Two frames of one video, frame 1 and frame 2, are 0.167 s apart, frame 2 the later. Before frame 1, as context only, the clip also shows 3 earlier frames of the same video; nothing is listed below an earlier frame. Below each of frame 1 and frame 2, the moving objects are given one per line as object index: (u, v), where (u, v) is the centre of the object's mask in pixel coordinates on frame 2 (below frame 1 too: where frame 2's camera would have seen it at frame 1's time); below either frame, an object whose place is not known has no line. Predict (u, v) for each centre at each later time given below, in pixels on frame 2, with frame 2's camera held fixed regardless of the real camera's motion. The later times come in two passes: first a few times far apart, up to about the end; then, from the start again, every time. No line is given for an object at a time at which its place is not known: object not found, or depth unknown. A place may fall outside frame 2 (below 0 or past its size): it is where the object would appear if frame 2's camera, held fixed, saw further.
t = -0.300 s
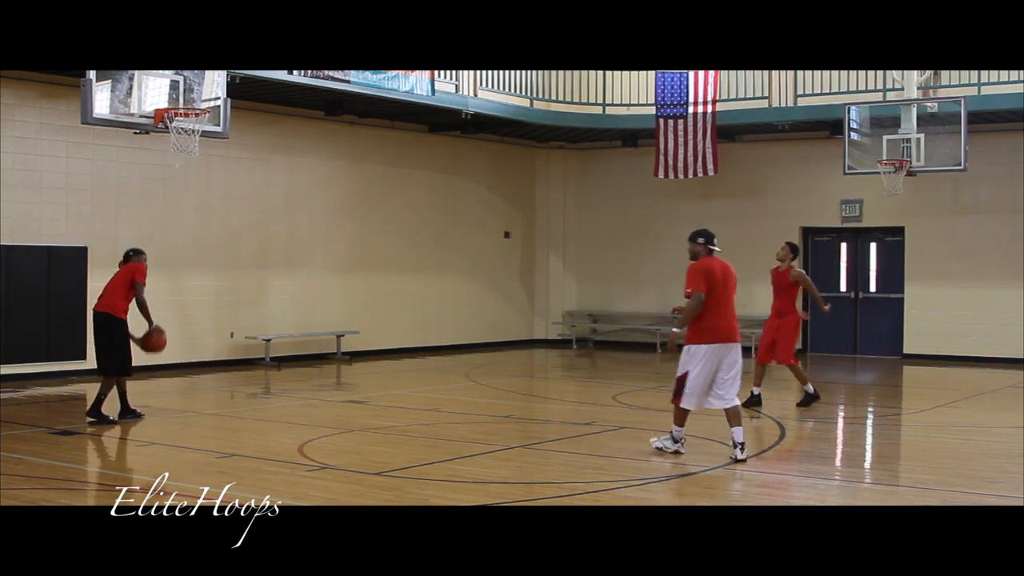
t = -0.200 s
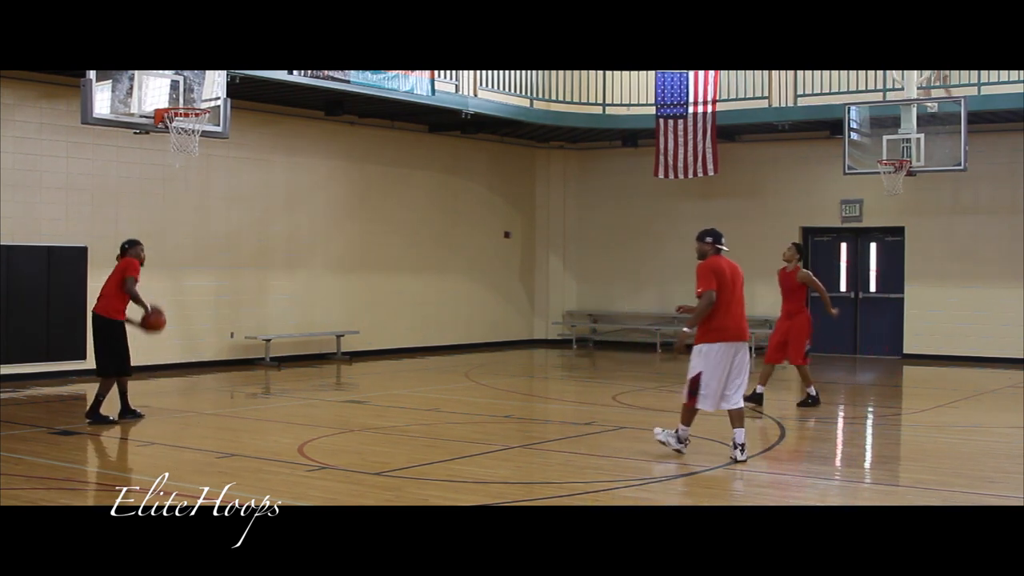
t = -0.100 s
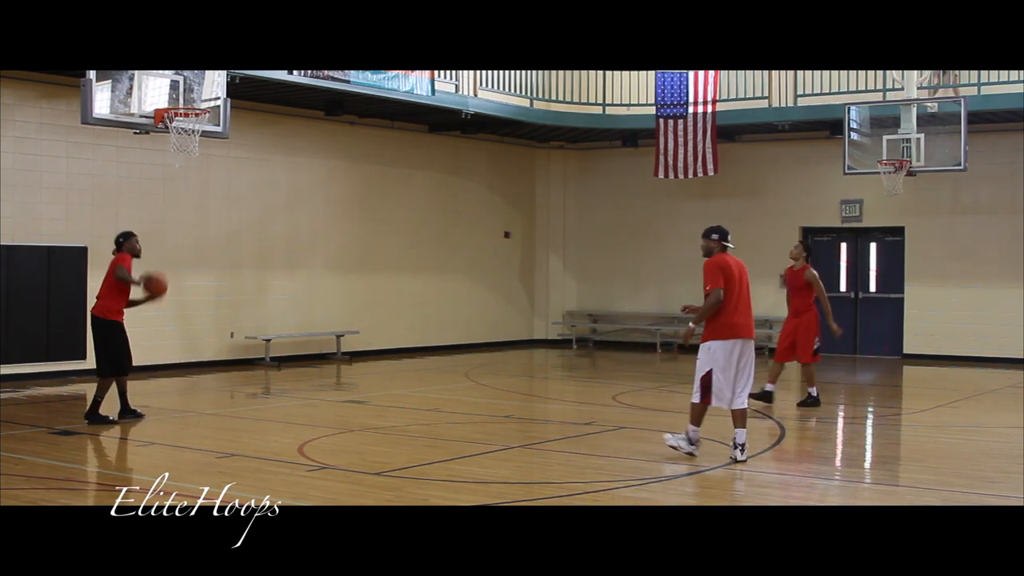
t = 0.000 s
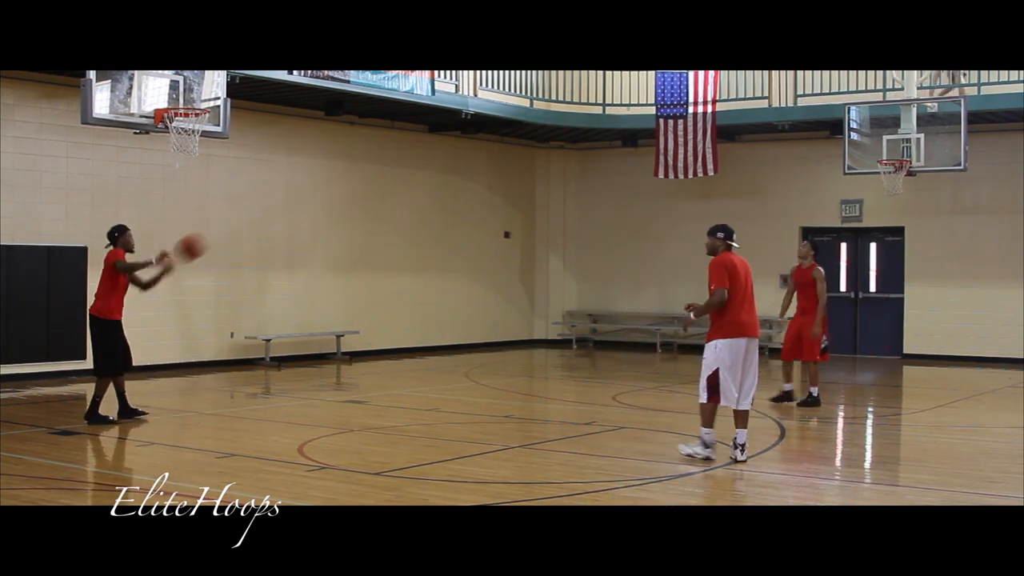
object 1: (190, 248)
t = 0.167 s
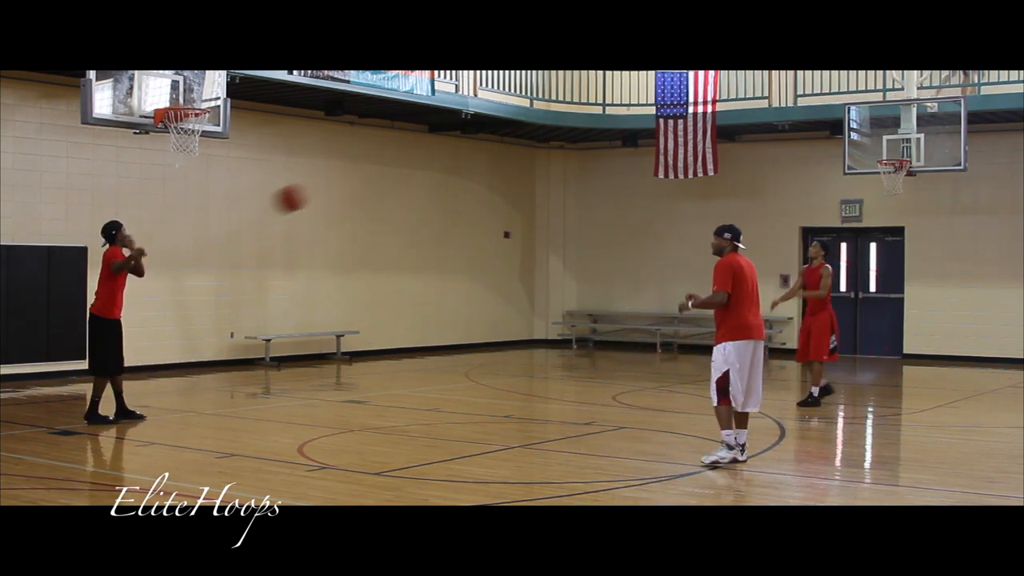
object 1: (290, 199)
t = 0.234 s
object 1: (333, 186)
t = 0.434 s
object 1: (473, 176)
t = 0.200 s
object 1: (312, 192)
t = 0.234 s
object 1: (333, 186)
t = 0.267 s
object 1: (355, 181)
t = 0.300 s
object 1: (378, 178)
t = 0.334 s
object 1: (400, 177)
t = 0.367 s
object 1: (424, 175)
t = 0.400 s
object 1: (449, 175)
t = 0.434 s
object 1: (473, 176)
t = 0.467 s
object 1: (498, 180)
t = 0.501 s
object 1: (523, 184)
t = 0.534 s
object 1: (549, 190)
